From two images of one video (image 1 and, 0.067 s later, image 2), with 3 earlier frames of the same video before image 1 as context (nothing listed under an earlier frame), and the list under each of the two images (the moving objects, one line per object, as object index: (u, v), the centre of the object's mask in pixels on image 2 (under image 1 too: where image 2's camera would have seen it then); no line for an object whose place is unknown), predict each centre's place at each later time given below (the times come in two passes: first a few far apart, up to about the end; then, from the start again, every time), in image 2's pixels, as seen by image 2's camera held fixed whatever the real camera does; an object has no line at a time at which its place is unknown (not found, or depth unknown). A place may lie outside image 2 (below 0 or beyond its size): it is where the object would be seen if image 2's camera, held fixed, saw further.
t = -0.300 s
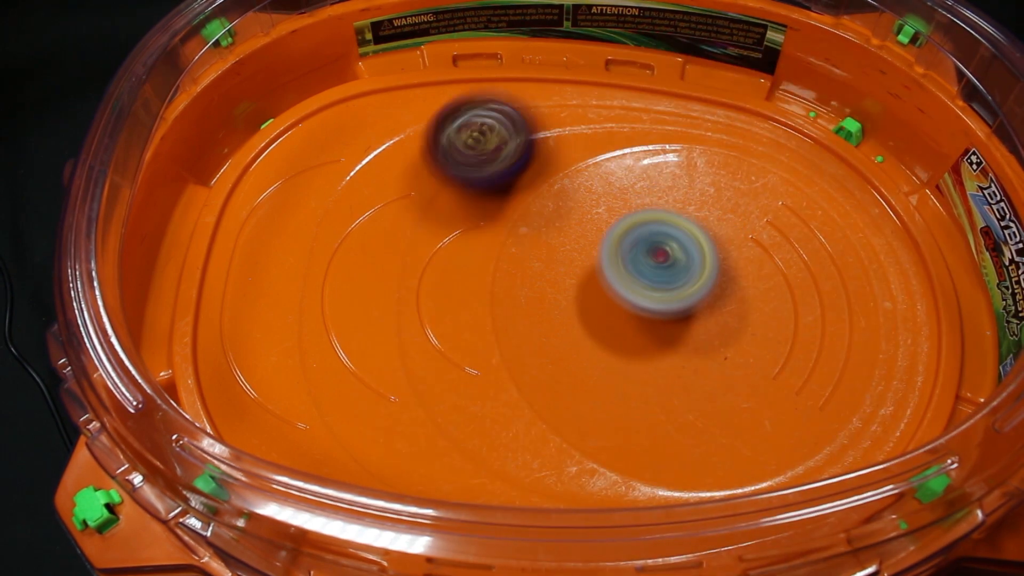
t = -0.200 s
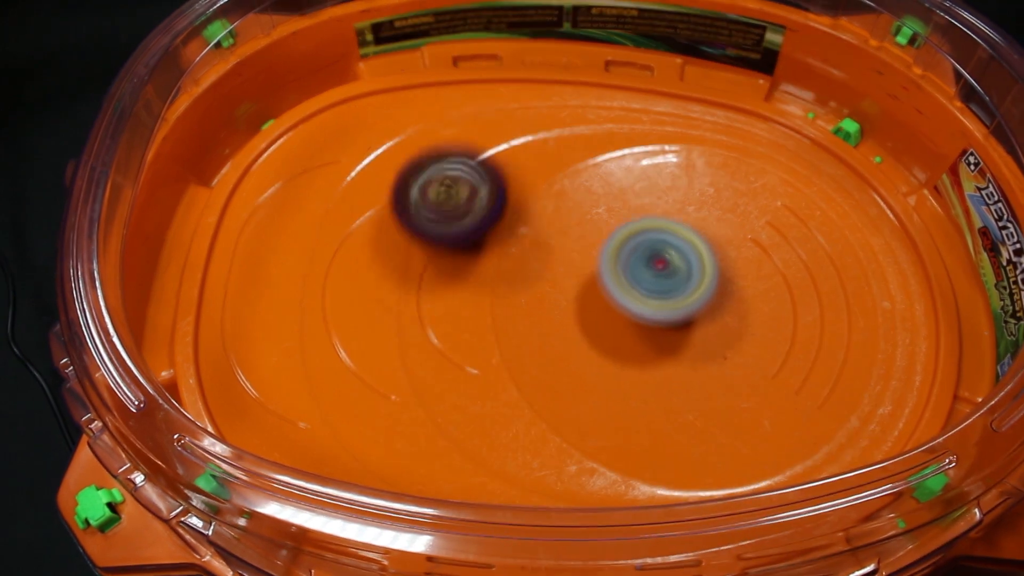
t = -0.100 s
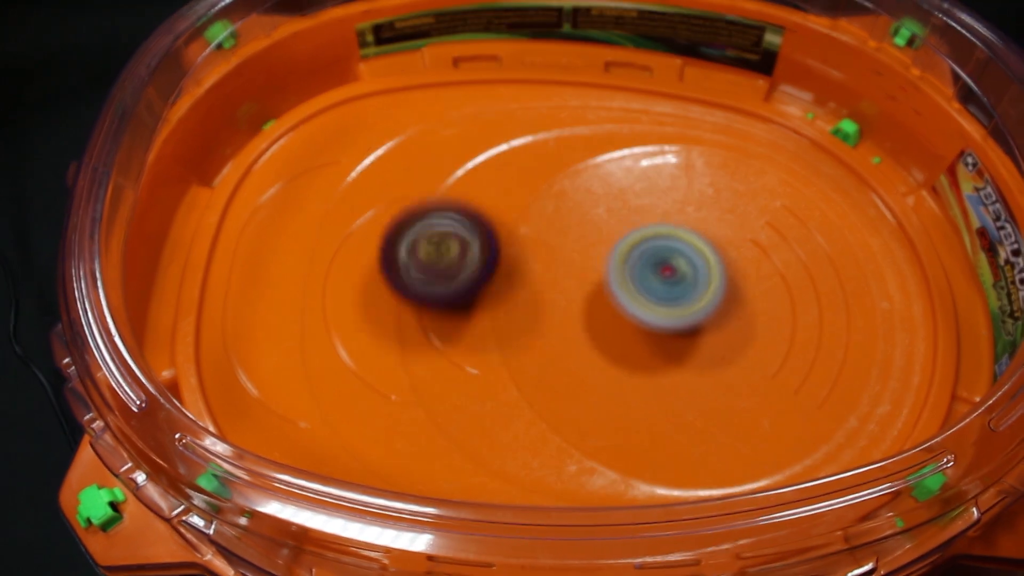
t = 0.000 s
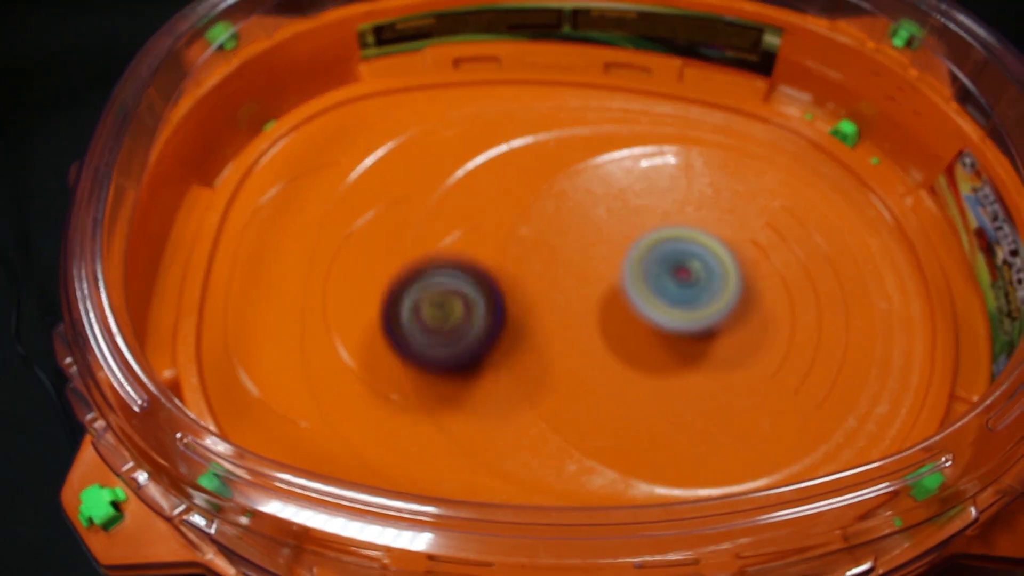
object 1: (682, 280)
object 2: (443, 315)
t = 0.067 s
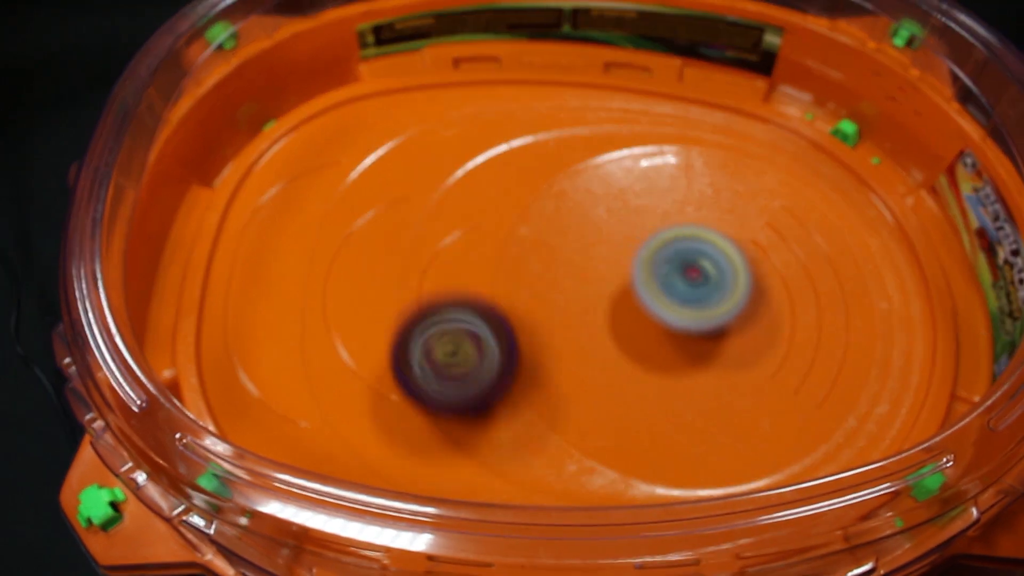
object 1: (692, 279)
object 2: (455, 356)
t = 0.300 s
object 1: (716, 261)
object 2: (617, 478)
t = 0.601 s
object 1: (705, 256)
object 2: (899, 346)
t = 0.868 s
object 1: (695, 287)
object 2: (785, 126)
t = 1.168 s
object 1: (706, 305)
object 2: (525, 126)
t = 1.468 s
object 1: (696, 285)
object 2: (454, 244)
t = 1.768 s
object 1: (671, 274)
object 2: (491, 385)
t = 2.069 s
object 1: (683, 275)
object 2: (684, 470)
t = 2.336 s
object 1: (706, 268)
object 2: (878, 336)
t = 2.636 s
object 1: (711, 263)
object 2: (702, 115)
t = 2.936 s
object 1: (694, 275)
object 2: (554, 125)
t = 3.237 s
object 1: (690, 304)
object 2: (486, 193)
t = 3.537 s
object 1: (699, 298)
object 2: (535, 322)
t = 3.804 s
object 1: (690, 267)
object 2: (811, 363)
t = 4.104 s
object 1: (674, 261)
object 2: (850, 171)
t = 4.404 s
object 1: (703, 276)
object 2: (648, 144)
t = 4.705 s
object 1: (723, 274)
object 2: (598, 376)
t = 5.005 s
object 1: (701, 275)
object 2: (838, 395)
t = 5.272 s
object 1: (681, 294)
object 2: (779, 207)
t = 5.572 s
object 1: (696, 298)
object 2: (561, 180)
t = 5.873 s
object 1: (694, 262)
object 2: (601, 350)
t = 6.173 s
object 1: (676, 258)
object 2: (826, 315)
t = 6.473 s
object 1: (701, 282)
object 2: (781, 176)
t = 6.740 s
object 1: (725, 297)
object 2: (625, 200)
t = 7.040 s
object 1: (727, 301)
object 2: (589, 337)
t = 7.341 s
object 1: (789, 241)
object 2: (633, 410)
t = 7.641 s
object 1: (733, 196)
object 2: (716, 316)
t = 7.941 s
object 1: (709, 120)
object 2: (671, 284)
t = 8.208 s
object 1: (699, 146)
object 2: (644, 372)
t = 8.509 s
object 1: (655, 243)
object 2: (686, 348)
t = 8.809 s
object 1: (616, 194)
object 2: (734, 317)
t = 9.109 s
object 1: (629, 198)
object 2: (747, 290)
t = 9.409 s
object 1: (600, 227)
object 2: (832, 376)
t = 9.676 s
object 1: (586, 289)
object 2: (733, 349)
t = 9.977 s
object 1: (624, 305)
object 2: (742, 261)
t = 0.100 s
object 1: (697, 278)
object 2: (464, 377)
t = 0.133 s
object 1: (701, 276)
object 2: (476, 397)
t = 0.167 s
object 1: (706, 273)
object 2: (492, 418)
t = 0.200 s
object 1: (710, 270)
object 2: (511, 438)
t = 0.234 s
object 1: (712, 266)
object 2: (536, 452)
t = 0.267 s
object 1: (714, 263)
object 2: (572, 460)
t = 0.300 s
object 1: (716, 261)
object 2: (617, 478)
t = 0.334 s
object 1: (716, 258)
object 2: (656, 489)
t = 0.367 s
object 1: (716, 257)
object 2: (696, 489)
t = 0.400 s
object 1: (715, 255)
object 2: (735, 484)
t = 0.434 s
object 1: (715, 254)
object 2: (773, 474)
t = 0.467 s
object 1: (713, 254)
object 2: (803, 461)
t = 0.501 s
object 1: (711, 253)
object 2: (831, 438)
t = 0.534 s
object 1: (709, 254)
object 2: (860, 409)
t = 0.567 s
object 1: (707, 255)
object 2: (883, 378)
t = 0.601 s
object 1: (705, 256)
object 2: (899, 346)
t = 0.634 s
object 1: (703, 259)
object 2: (907, 319)
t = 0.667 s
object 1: (701, 261)
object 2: (907, 291)
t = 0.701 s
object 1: (699, 265)
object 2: (901, 262)
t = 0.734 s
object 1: (698, 269)
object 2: (890, 232)
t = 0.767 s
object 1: (696, 274)
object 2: (873, 202)
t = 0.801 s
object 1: (695, 278)
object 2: (849, 174)
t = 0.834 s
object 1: (695, 283)
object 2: (818, 146)
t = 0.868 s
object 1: (695, 287)
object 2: (785, 126)
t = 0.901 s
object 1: (696, 291)
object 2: (755, 112)
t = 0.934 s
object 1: (697, 295)
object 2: (726, 102)
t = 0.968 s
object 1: (698, 298)
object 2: (700, 97)
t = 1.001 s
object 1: (700, 301)
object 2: (673, 93)
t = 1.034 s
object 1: (702, 303)
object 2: (646, 93)
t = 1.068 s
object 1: (703, 304)
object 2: (617, 95)
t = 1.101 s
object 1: (704, 305)
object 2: (586, 102)
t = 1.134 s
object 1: (705, 305)
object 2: (550, 114)
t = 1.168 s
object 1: (706, 305)
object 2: (525, 126)
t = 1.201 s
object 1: (707, 305)
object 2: (508, 139)
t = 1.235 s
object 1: (707, 304)
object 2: (496, 151)
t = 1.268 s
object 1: (708, 302)
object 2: (486, 163)
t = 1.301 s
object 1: (708, 300)
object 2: (476, 176)
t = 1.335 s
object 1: (706, 297)
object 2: (469, 190)
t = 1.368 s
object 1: (705, 294)
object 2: (463, 204)
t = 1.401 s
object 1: (703, 291)
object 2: (459, 216)
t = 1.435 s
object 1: (700, 288)
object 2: (456, 230)
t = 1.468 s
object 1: (696, 285)
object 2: (454, 244)
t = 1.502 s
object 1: (693, 282)
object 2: (453, 261)
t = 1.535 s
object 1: (690, 280)
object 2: (453, 276)
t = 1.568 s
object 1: (686, 279)
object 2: (454, 291)
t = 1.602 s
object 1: (683, 278)
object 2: (456, 307)
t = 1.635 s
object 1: (679, 276)
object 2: (460, 322)
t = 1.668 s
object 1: (676, 275)
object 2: (465, 338)
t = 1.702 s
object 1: (674, 275)
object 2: (472, 353)
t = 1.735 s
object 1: (673, 275)
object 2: (481, 369)
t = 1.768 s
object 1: (671, 274)
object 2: (491, 385)
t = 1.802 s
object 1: (670, 274)
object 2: (503, 399)
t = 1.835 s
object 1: (670, 275)
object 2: (517, 413)
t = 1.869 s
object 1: (670, 275)
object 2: (532, 426)
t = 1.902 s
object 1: (671, 275)
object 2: (551, 439)
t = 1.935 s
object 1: (672, 275)
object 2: (571, 448)
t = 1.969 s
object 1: (675, 275)
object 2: (594, 455)
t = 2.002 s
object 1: (677, 275)
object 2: (618, 459)
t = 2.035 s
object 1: (680, 275)
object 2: (648, 472)
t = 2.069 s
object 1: (683, 275)
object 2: (684, 470)
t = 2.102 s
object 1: (685, 275)
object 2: (714, 467)
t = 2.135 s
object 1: (688, 275)
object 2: (739, 463)
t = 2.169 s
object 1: (691, 274)
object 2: (762, 455)
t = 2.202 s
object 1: (694, 273)
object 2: (787, 446)
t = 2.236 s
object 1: (698, 272)
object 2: (815, 425)
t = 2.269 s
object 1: (701, 271)
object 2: (843, 404)
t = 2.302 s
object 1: (704, 269)
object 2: (864, 372)
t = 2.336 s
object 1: (706, 268)
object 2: (878, 336)
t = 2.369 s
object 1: (708, 267)
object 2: (883, 299)
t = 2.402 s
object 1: (710, 266)
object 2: (877, 268)
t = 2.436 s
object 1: (711, 265)
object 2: (865, 233)
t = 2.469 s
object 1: (712, 265)
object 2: (848, 203)
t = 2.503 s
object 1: (712, 264)
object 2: (825, 178)
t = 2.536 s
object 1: (713, 263)
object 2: (800, 156)
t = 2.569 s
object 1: (713, 263)
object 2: (767, 138)
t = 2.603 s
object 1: (712, 263)
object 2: (733, 124)
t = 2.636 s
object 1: (711, 263)
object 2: (702, 115)
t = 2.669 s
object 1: (711, 264)
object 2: (676, 110)
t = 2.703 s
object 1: (709, 264)
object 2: (654, 109)
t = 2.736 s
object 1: (708, 265)
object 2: (638, 108)
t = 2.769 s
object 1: (707, 266)
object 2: (623, 109)
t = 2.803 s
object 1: (705, 267)
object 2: (609, 110)
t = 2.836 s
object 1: (702, 268)
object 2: (595, 113)
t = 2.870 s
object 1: (700, 269)
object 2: (581, 116)
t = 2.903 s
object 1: (697, 272)
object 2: (567, 120)
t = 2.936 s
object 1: (694, 275)
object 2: (554, 125)
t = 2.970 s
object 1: (691, 279)
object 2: (543, 130)
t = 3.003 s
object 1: (690, 283)
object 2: (531, 136)
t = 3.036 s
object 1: (689, 287)
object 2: (521, 144)
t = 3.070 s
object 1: (688, 291)
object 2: (512, 152)
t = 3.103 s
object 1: (688, 294)
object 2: (504, 159)
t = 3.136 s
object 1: (688, 297)
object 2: (497, 167)
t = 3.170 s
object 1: (688, 300)
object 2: (492, 176)
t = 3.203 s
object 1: (689, 302)
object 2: (488, 184)
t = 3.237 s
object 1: (690, 304)
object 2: (486, 193)
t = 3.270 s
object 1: (692, 305)
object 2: (485, 201)
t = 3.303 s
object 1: (693, 304)
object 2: (485, 210)
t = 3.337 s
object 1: (693, 305)
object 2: (486, 218)
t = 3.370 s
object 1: (693, 304)
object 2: (487, 226)
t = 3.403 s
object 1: (694, 304)
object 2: (491, 236)
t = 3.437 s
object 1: (695, 303)
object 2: (495, 249)
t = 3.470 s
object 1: (696, 302)
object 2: (504, 272)
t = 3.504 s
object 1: (698, 301)
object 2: (517, 295)
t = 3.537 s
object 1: (699, 298)
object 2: (535, 322)
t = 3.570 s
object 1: (700, 294)
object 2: (560, 346)
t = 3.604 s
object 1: (700, 291)
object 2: (591, 367)
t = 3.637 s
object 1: (700, 287)
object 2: (631, 385)
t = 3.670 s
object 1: (699, 282)
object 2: (667, 393)
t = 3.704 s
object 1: (698, 278)
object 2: (707, 395)
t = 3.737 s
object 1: (695, 273)
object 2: (744, 391)
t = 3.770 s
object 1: (693, 270)
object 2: (778, 380)
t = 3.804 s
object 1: (690, 267)
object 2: (811, 363)
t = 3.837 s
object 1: (688, 265)
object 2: (837, 342)
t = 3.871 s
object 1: (686, 263)
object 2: (857, 318)
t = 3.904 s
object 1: (684, 261)
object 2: (869, 293)
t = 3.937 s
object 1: (682, 260)
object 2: (875, 266)
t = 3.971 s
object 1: (680, 258)
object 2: (875, 239)
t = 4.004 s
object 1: (678, 257)
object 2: (870, 214)
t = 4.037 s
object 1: (675, 257)
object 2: (867, 198)
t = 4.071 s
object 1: (674, 259)
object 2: (862, 185)
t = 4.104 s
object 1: (674, 261)
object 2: (850, 171)
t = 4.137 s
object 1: (675, 263)
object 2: (835, 157)
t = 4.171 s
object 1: (677, 265)
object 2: (819, 146)
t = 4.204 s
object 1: (680, 268)
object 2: (798, 136)
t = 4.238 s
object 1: (683, 271)
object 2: (772, 129)
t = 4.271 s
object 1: (687, 272)
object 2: (747, 123)
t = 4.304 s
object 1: (691, 272)
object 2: (725, 122)
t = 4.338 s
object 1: (694, 273)
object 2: (701, 126)
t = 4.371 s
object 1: (698, 275)
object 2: (673, 133)
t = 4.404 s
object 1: (703, 276)
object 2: (648, 144)
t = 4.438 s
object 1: (707, 276)
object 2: (625, 159)
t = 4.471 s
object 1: (711, 275)
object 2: (605, 179)
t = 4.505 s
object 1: (715, 276)
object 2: (587, 203)
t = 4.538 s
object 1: (718, 277)
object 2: (575, 228)
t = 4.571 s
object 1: (720, 275)
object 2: (568, 258)
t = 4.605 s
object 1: (721, 275)
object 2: (567, 289)
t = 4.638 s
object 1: (722, 276)
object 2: (571, 318)
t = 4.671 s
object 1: (723, 275)
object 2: (580, 346)
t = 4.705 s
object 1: (723, 274)
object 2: (598, 376)
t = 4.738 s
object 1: (722, 273)
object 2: (618, 400)
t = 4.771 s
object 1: (721, 272)
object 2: (644, 419)
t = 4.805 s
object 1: (719, 270)
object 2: (673, 434)
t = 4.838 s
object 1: (716, 270)
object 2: (704, 441)
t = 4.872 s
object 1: (713, 271)
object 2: (733, 443)
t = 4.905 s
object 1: (710, 272)
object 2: (765, 438)
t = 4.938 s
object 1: (707, 273)
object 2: (793, 430)
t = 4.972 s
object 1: (704, 275)
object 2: (818, 417)
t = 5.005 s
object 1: (701, 275)
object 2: (838, 395)
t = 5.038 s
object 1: (696, 275)
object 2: (849, 373)
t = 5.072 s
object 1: (692, 278)
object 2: (854, 348)
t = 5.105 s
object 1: (689, 281)
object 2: (854, 323)
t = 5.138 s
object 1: (686, 285)
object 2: (847, 296)
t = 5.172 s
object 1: (685, 288)
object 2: (835, 271)
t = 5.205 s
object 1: (684, 291)
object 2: (818, 244)
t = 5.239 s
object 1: (683, 291)
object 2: (798, 223)
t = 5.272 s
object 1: (681, 294)
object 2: (779, 207)
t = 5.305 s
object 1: (682, 298)
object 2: (754, 190)
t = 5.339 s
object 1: (683, 300)
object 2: (730, 178)
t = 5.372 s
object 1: (685, 302)
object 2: (704, 168)
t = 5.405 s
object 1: (686, 303)
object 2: (677, 161)
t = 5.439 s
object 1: (688, 301)
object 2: (649, 158)
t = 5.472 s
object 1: (688, 301)
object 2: (624, 157)
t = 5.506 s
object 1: (690, 302)
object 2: (599, 161)
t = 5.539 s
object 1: (693, 301)
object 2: (579, 169)
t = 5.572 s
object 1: (696, 298)
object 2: (561, 180)
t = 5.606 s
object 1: (699, 294)
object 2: (546, 194)
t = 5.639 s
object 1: (699, 289)
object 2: (535, 211)
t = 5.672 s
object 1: (699, 287)
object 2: (530, 230)
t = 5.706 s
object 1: (700, 283)
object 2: (529, 252)
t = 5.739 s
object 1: (701, 279)
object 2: (533, 274)
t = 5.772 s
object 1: (701, 274)
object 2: (542, 294)
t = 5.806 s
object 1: (700, 269)
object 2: (558, 316)
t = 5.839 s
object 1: (696, 265)
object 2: (577, 334)
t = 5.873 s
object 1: (694, 262)
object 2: (601, 350)
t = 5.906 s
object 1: (693, 260)
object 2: (629, 363)
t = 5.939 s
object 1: (691, 258)
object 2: (658, 370)
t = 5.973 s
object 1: (689, 255)
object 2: (688, 373)
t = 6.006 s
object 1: (685, 253)
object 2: (715, 372)
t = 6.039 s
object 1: (682, 254)
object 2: (742, 366)
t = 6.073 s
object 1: (679, 255)
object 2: (767, 359)
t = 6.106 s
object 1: (678, 257)
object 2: (790, 348)
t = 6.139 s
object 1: (678, 257)
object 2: (810, 332)
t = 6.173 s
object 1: (676, 258)
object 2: (826, 315)
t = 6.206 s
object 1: (676, 262)
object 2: (836, 299)
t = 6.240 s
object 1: (677, 266)
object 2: (843, 278)
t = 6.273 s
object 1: (680, 269)
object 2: (846, 259)
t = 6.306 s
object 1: (683, 270)
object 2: (843, 241)
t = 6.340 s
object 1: (685, 273)
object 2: (841, 227)
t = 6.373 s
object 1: (688, 278)
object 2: (834, 215)
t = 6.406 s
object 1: (692, 281)
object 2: (819, 199)
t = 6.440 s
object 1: (697, 283)
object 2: (798, 184)
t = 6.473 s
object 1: (701, 282)
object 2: (781, 176)
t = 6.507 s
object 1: (703, 284)
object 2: (761, 171)
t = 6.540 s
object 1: (707, 285)
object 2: (740, 169)
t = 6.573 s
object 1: (711, 286)
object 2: (721, 171)
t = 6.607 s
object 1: (715, 286)
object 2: (700, 176)
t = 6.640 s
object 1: (716, 284)
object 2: (680, 181)
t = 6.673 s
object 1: (719, 289)
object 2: (661, 185)
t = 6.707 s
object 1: (722, 293)
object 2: (642, 191)
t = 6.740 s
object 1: (725, 297)
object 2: (625, 200)
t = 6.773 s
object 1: (727, 297)
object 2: (610, 211)
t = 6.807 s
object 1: (727, 299)
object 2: (599, 223)
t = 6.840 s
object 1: (727, 301)
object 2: (588, 238)
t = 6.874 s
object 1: (727, 301)
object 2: (582, 254)
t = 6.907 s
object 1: (727, 301)
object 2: (579, 271)
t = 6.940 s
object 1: (725, 302)
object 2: (580, 288)
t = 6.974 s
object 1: (721, 303)
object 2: (584, 305)
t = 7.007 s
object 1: (717, 302)
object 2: (592, 321)
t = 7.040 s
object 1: (727, 301)
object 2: (589, 337)
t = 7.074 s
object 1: (742, 296)
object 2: (579, 349)
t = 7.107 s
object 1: (758, 291)
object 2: (575, 365)
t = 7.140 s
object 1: (771, 282)
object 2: (576, 377)
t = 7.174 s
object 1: (779, 273)
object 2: (579, 388)
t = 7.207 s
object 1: (786, 264)
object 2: (586, 399)
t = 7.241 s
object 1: (791, 254)
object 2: (595, 406)
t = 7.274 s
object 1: (796, 246)
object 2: (606, 410)
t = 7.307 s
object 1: (795, 242)
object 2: (619, 411)
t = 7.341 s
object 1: (789, 241)
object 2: (633, 410)
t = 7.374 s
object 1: (781, 240)
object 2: (648, 406)
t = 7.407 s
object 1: (774, 235)
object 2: (663, 397)
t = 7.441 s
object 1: (764, 233)
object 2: (676, 386)
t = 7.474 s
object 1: (756, 234)
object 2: (691, 373)
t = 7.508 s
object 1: (749, 233)
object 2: (704, 357)
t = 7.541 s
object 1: (738, 231)
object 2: (716, 338)
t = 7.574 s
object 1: (743, 224)
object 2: (716, 333)
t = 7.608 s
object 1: (739, 207)
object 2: (715, 326)
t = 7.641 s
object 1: (733, 196)
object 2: (716, 316)
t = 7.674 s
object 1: (731, 184)
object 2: (714, 305)
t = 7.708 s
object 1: (730, 173)
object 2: (715, 296)
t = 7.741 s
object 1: (726, 163)
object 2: (713, 285)
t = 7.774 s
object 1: (722, 154)
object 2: (709, 275)
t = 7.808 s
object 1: (717, 147)
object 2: (707, 264)
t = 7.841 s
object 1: (710, 144)
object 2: (704, 254)
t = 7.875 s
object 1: (707, 142)
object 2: (696, 252)
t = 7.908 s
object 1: (709, 127)
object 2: (683, 269)
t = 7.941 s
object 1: (709, 120)
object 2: (671, 284)
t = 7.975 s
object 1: (711, 112)
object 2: (665, 300)
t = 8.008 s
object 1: (714, 111)
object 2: (657, 313)
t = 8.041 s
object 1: (712, 110)
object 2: (652, 326)
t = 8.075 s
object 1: (709, 113)
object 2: (648, 338)
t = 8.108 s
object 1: (706, 116)
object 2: (645, 349)
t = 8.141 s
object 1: (703, 121)
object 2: (644, 358)
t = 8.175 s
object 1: (702, 134)
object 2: (643, 365)
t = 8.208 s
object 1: (699, 146)
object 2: (644, 372)
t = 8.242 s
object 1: (696, 161)
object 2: (645, 377)
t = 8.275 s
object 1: (693, 174)
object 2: (649, 381)
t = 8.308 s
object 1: (689, 188)
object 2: (654, 382)
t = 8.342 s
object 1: (684, 200)
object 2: (658, 381)
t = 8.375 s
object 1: (678, 212)
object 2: (664, 378)
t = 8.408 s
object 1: (673, 221)
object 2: (668, 372)
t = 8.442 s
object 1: (667, 229)
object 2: (674, 366)
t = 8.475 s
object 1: (661, 237)
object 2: (680, 357)
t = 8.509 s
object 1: (655, 243)
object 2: (686, 348)
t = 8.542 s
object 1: (647, 246)
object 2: (693, 338)
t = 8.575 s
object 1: (644, 244)
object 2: (696, 334)
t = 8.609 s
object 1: (640, 233)
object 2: (702, 334)
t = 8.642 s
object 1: (630, 223)
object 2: (708, 333)
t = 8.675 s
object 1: (624, 214)
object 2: (715, 332)
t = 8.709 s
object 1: (617, 205)
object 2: (720, 330)
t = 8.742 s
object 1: (616, 200)
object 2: (726, 327)
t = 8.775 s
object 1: (615, 196)
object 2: (730, 323)
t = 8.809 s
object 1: (616, 194)
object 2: (734, 317)
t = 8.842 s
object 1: (616, 195)
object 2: (736, 314)
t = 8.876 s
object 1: (615, 195)
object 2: (738, 307)
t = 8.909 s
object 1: (615, 193)
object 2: (739, 302)
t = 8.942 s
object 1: (618, 190)
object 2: (740, 295)
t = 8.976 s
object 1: (625, 191)
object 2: (740, 290)
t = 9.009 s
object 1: (633, 195)
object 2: (739, 283)
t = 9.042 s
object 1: (637, 203)
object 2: (738, 277)
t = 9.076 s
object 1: (638, 209)
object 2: (738, 272)
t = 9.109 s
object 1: (629, 198)
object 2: (747, 290)
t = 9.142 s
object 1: (625, 184)
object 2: (768, 304)
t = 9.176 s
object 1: (623, 182)
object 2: (780, 322)
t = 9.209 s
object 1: (623, 181)
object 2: (795, 331)
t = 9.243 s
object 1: (625, 185)
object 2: (810, 342)
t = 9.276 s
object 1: (625, 193)
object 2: (819, 353)
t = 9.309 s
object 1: (617, 204)
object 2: (826, 360)
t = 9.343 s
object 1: (609, 215)
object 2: (831, 370)
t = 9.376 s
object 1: (603, 223)
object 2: (830, 374)
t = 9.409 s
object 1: (600, 227)
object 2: (832, 376)
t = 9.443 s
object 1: (598, 232)
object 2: (826, 380)
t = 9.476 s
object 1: (595, 238)
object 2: (817, 381)
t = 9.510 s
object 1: (594, 245)
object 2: (809, 382)
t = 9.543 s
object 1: (593, 254)
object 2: (795, 379)
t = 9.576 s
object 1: (589, 264)
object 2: (782, 374)
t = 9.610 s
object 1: (586, 274)
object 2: (767, 367)
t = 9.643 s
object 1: (584, 282)
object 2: (750, 358)
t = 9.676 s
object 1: (586, 289)
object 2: (733, 349)
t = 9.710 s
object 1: (591, 298)
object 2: (719, 337)
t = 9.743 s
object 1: (583, 297)
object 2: (717, 330)
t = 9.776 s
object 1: (584, 297)
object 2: (710, 318)
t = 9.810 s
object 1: (587, 297)
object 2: (714, 311)
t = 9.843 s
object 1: (594, 299)
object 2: (718, 301)
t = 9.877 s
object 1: (602, 302)
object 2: (724, 288)
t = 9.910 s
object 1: (611, 305)
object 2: (732, 281)
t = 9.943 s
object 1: (619, 304)
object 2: (737, 271)
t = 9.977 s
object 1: (624, 305)
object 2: (742, 261)
